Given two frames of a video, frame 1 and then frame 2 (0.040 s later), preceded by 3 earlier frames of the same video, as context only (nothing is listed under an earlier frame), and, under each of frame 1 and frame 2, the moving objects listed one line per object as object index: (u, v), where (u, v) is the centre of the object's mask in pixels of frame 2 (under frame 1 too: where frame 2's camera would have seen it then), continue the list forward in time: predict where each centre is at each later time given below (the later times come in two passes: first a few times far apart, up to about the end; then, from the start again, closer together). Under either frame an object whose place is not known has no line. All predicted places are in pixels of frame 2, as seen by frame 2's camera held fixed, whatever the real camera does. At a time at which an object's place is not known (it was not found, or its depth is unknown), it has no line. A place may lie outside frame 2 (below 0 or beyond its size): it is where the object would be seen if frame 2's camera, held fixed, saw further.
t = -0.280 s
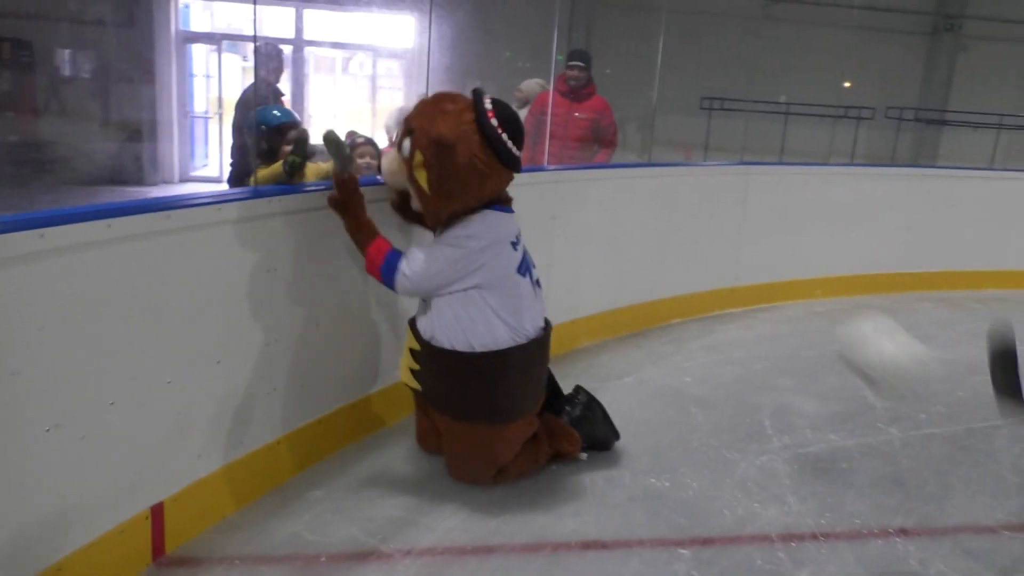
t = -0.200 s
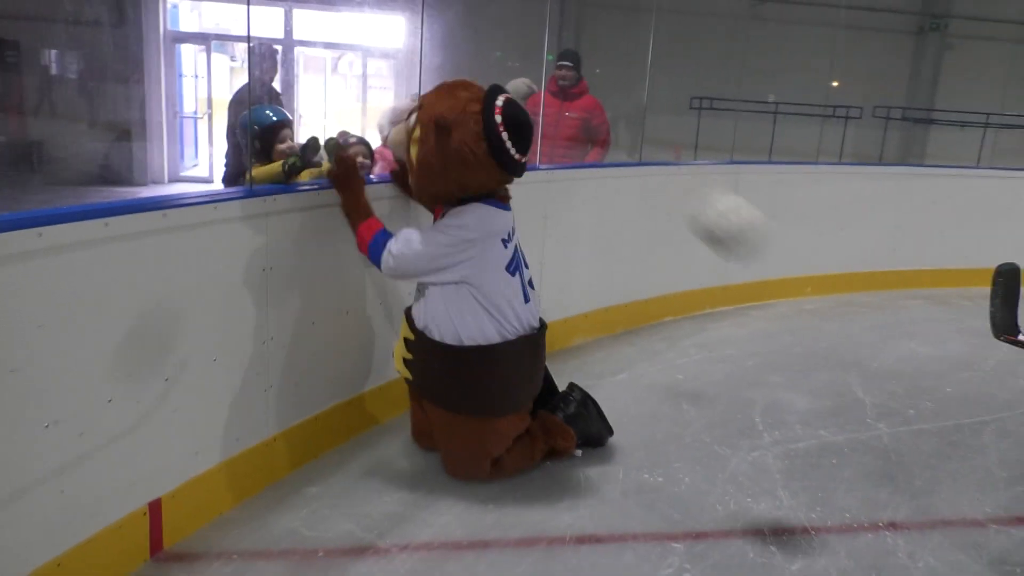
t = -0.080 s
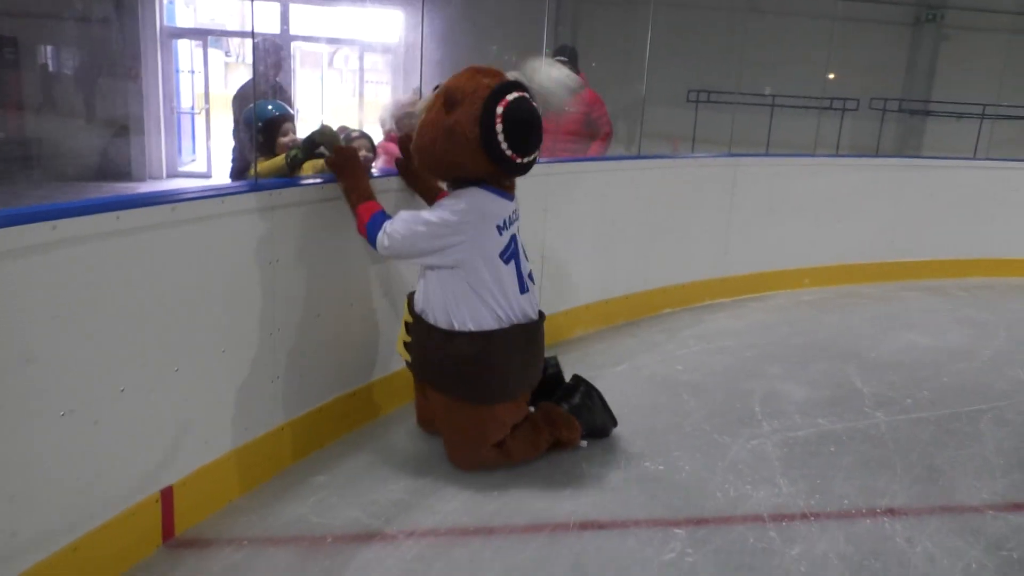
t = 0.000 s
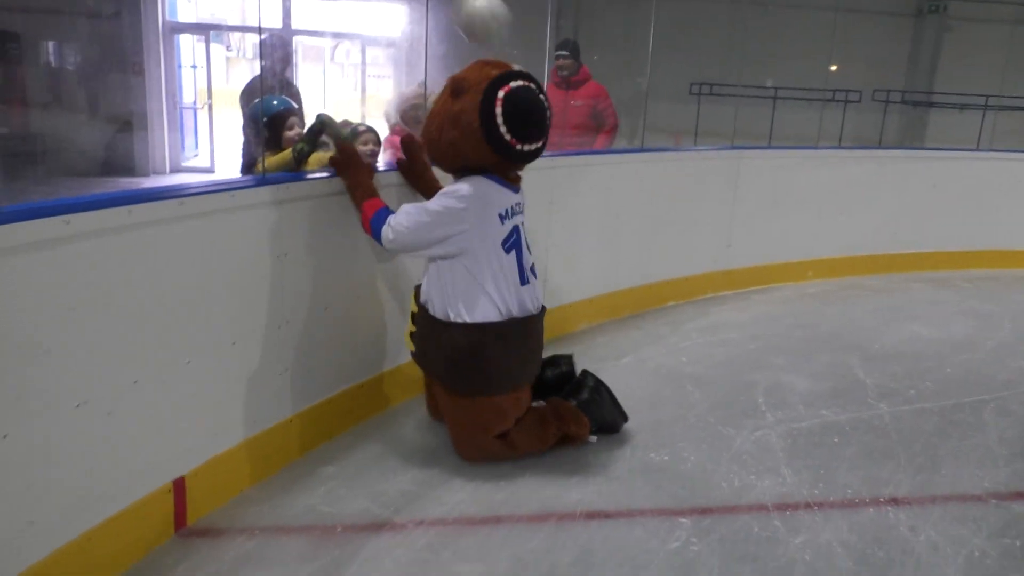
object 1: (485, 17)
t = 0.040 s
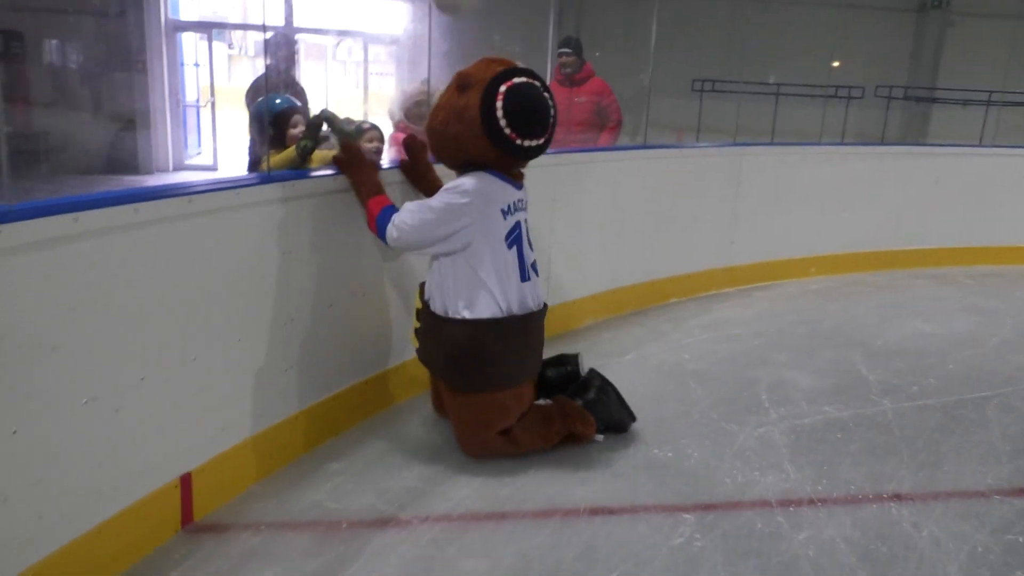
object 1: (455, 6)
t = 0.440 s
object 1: (581, -20)
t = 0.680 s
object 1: (656, 161)
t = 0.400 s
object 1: (569, -26)
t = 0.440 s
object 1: (581, -20)
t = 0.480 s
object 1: (594, 2)
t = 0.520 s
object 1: (608, 27)
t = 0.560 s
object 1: (622, 56)
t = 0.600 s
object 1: (633, 87)
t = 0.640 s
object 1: (646, 121)
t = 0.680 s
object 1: (656, 161)
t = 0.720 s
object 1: (665, 205)
